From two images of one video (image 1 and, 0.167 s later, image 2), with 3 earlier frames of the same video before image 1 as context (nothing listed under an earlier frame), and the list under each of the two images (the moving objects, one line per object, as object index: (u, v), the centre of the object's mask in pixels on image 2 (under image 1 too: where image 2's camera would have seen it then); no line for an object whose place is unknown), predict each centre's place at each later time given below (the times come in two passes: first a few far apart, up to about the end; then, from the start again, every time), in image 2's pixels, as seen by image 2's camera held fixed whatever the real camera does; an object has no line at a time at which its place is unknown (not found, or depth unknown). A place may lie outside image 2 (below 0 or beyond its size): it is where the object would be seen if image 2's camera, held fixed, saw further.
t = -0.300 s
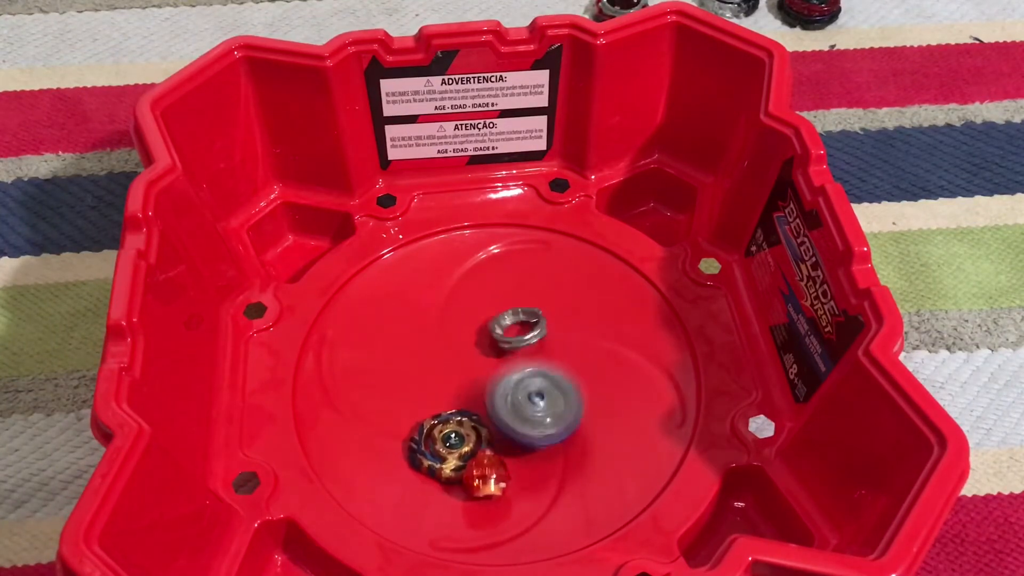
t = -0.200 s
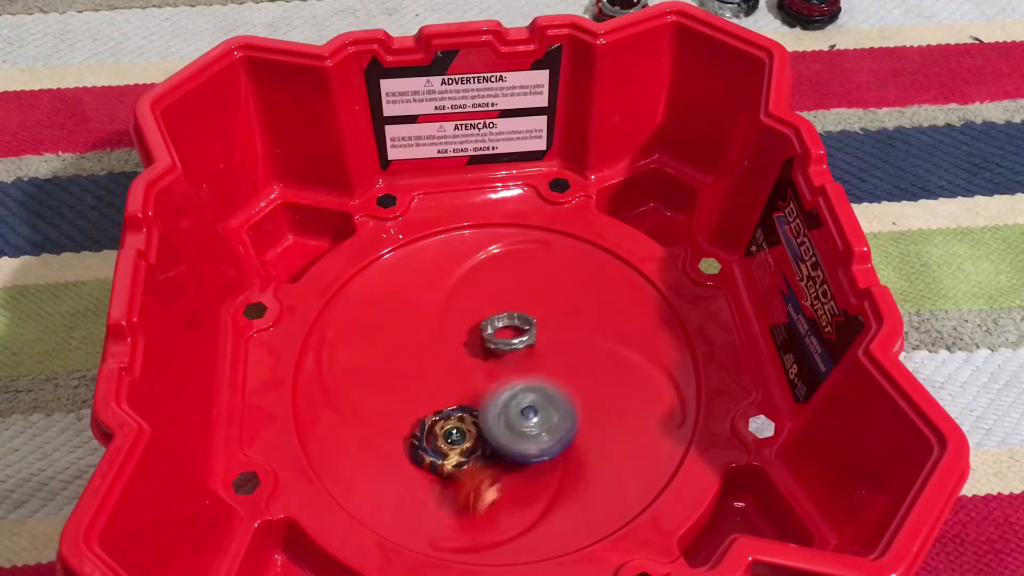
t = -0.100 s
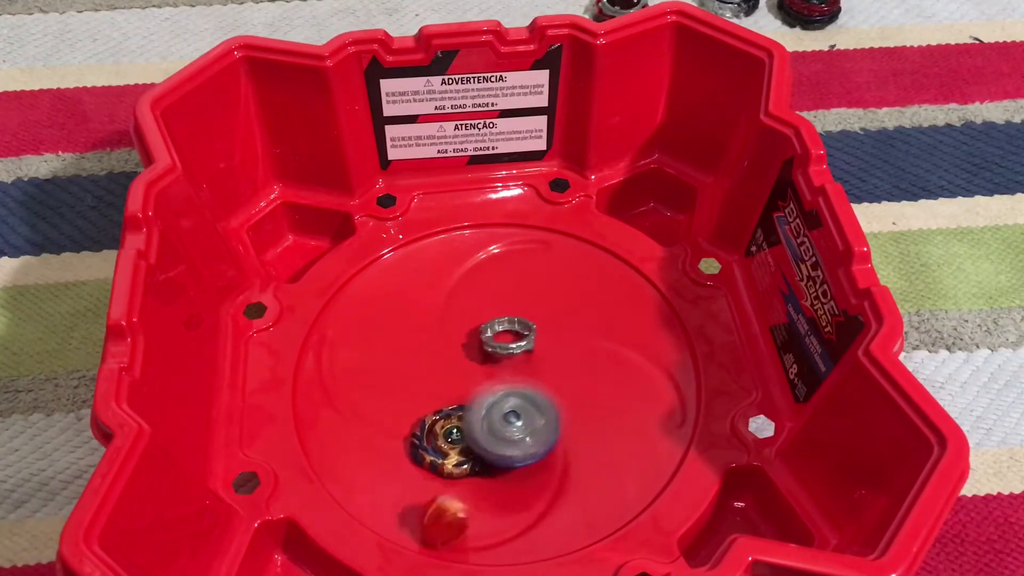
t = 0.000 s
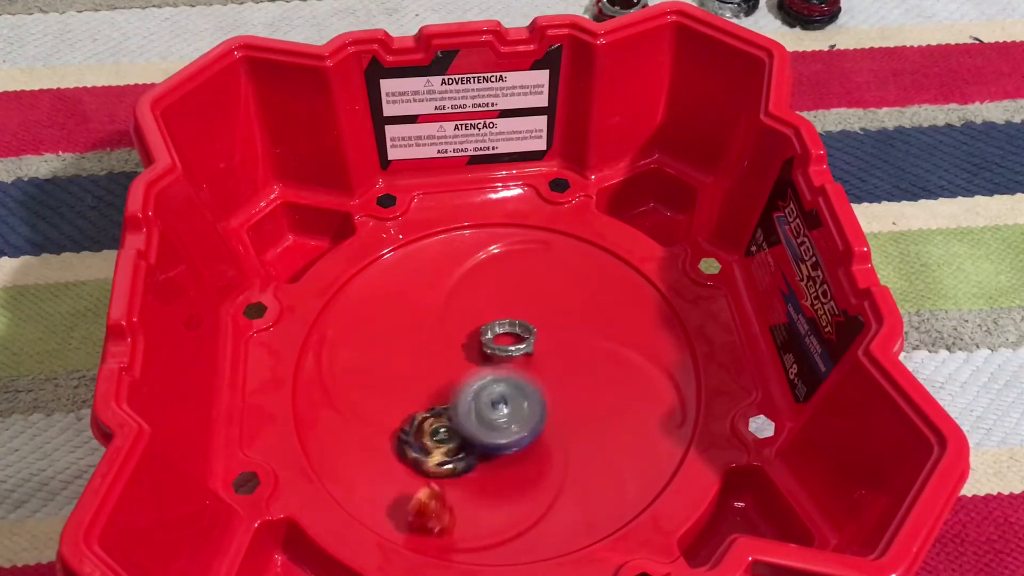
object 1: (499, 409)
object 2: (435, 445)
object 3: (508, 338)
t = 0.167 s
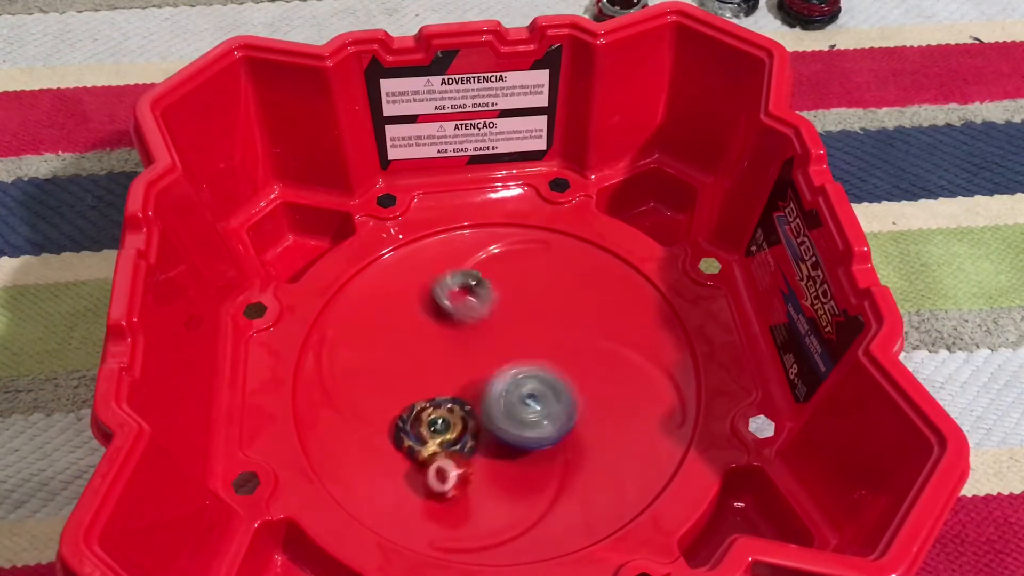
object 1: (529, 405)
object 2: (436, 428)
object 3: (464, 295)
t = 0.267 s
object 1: (541, 420)
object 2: (441, 422)
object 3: (420, 270)
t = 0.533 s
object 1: (527, 409)
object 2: (440, 417)
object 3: (428, 326)
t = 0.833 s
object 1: (521, 338)
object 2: (445, 421)
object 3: (460, 356)
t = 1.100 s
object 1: (530, 321)
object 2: (444, 421)
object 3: (463, 356)
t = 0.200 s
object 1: (535, 410)
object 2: (438, 426)
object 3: (444, 281)
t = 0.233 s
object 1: (540, 415)
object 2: (440, 425)
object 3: (430, 274)
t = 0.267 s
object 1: (541, 420)
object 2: (441, 422)
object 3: (420, 270)
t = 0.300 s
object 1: (541, 425)
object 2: (442, 422)
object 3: (412, 270)
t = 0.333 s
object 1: (540, 426)
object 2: (442, 422)
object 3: (407, 275)
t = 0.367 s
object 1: (540, 427)
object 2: (443, 422)
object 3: (406, 283)
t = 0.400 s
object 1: (538, 426)
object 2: (443, 422)
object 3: (408, 290)
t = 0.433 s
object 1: (536, 424)
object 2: (442, 422)
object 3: (411, 299)
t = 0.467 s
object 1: (533, 422)
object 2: (441, 420)
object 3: (415, 309)
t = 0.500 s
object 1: (530, 416)
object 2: (440, 419)
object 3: (421, 318)
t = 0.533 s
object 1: (527, 409)
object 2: (440, 417)
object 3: (428, 326)
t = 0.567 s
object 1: (523, 402)
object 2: (440, 416)
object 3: (435, 335)
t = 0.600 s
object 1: (521, 395)
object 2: (440, 416)
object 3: (441, 342)
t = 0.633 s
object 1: (519, 386)
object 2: (439, 416)
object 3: (448, 348)
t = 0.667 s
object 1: (518, 379)
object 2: (440, 418)
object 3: (452, 351)
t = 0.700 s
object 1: (519, 371)
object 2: (443, 420)
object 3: (452, 347)
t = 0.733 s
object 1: (521, 362)
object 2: (444, 420)
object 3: (453, 347)
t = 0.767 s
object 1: (520, 353)
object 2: (445, 421)
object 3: (453, 347)
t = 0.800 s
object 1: (520, 345)
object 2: (445, 421)
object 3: (458, 355)
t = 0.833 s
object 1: (521, 338)
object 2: (445, 421)
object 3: (460, 356)
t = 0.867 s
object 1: (521, 332)
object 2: (445, 421)
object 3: (460, 356)
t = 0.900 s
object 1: (524, 327)
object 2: (444, 421)
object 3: (462, 356)
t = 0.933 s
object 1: (525, 323)
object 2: (444, 421)
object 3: (463, 356)
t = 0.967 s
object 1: (527, 319)
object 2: (444, 421)
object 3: (463, 356)
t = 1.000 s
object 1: (529, 317)
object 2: (444, 421)
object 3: (464, 356)
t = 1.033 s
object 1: (531, 317)
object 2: (444, 421)
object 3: (464, 356)
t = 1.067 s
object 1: (530, 319)
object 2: (444, 421)
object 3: (463, 356)
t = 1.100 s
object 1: (530, 321)
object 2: (444, 421)
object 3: (463, 356)
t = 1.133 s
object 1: (529, 324)
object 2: (444, 420)
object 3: (463, 356)
